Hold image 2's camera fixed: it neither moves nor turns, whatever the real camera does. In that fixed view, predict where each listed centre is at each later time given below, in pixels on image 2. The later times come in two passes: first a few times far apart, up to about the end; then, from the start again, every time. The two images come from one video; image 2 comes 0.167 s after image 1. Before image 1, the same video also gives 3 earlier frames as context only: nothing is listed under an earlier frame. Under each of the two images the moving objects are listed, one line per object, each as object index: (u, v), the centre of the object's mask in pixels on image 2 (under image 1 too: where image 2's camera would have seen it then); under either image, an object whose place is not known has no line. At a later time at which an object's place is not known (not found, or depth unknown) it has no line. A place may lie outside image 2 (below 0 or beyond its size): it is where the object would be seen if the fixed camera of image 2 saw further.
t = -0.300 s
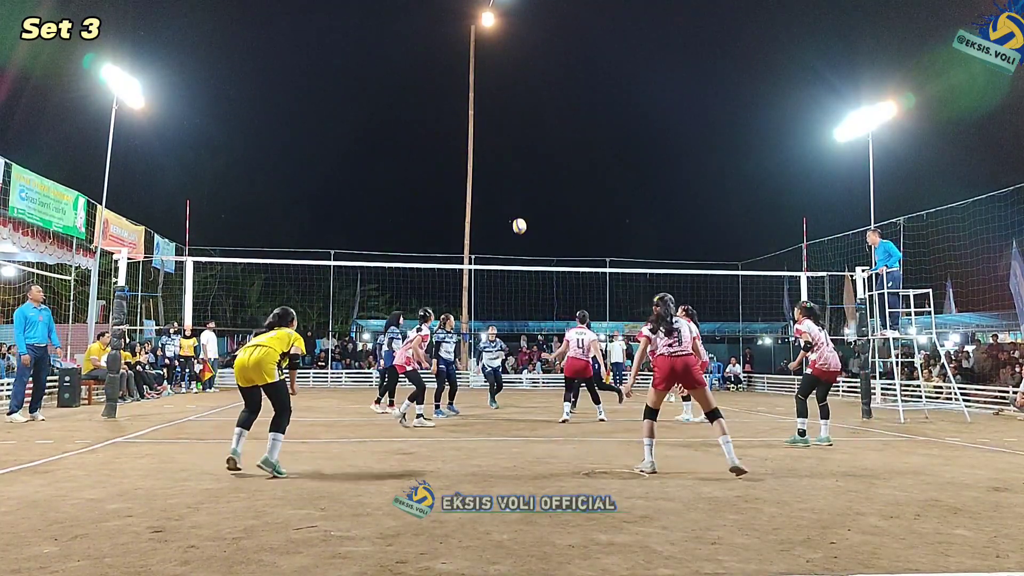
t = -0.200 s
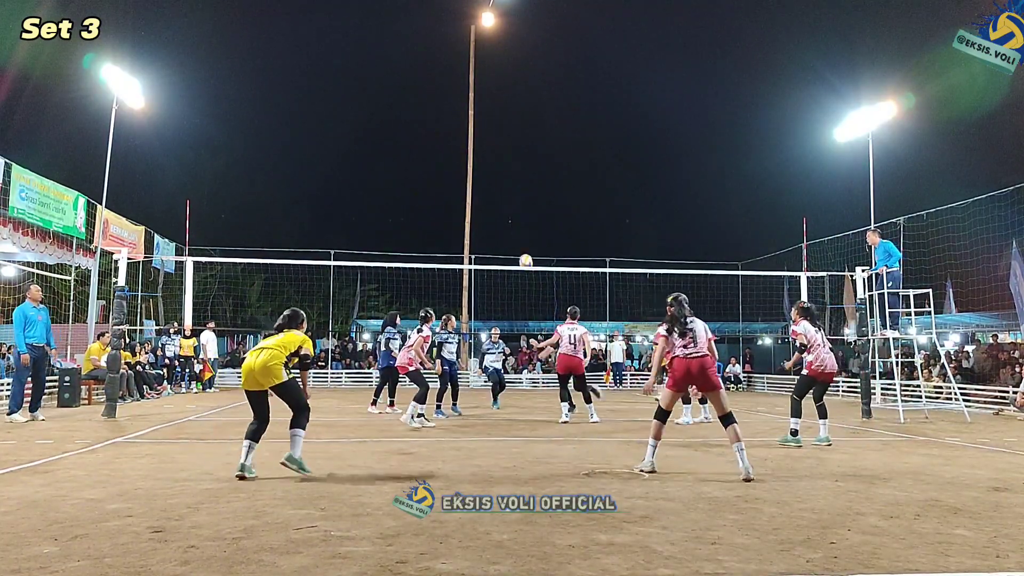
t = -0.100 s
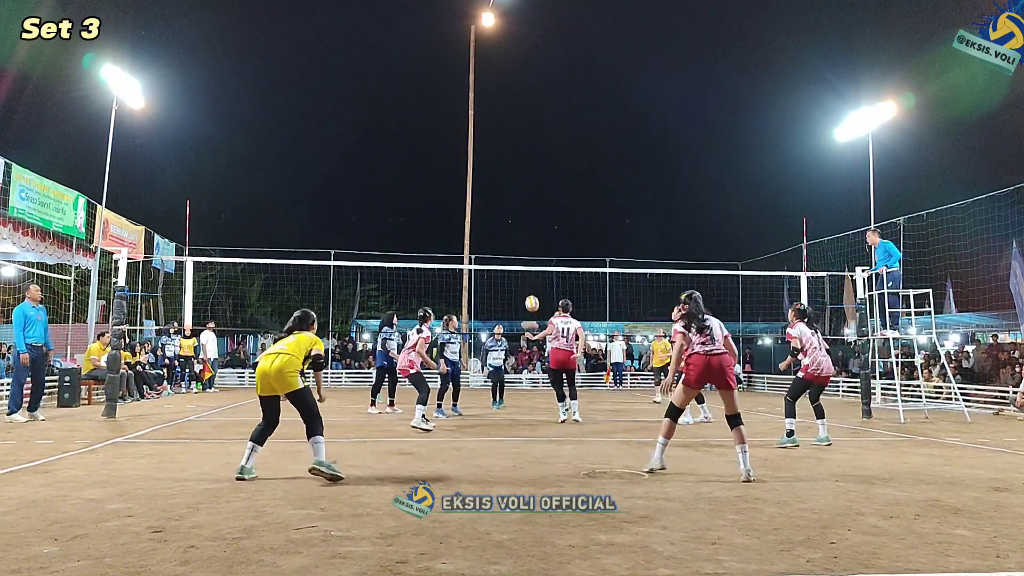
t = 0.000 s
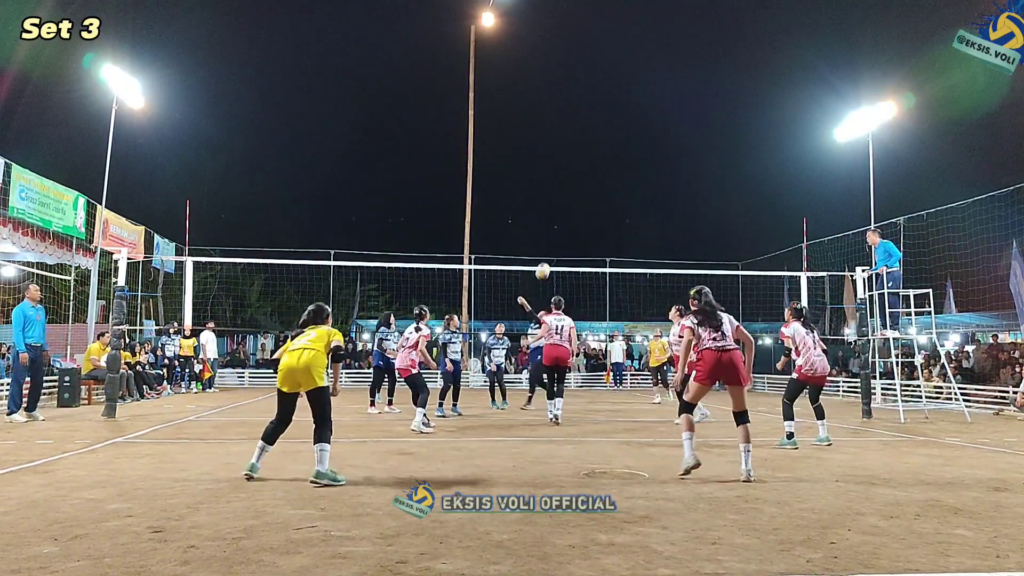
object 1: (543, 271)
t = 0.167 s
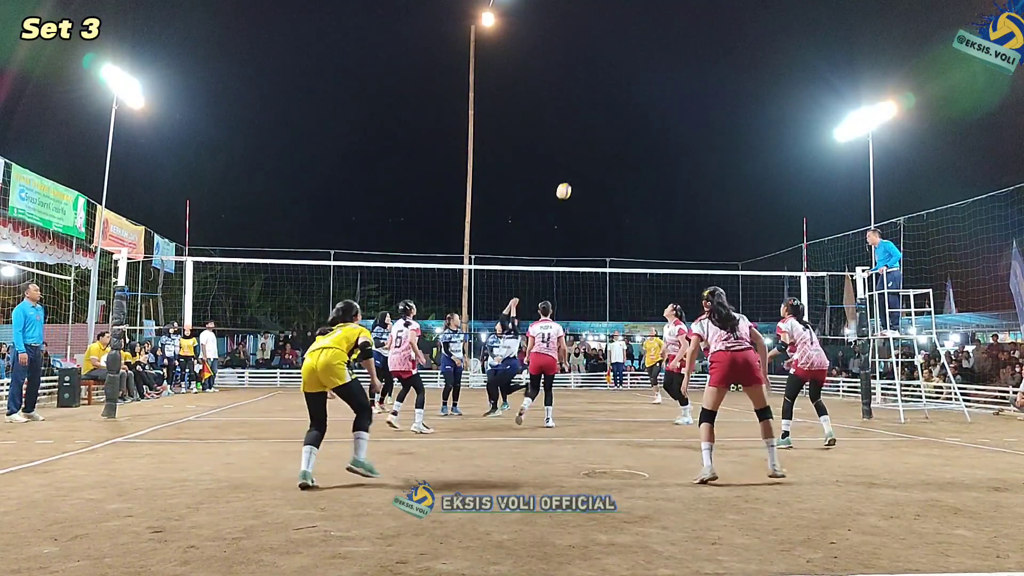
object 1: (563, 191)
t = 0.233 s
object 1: (573, 163)
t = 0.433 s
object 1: (600, 93)
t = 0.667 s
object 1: (634, 41)
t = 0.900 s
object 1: (671, 24)
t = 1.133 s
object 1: (711, 47)
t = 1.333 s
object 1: (746, 103)
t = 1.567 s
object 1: (789, 217)
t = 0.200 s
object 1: (568, 177)
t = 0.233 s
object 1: (573, 163)
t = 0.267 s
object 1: (577, 150)
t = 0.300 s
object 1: (581, 138)
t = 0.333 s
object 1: (586, 125)
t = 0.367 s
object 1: (591, 114)
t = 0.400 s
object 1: (595, 103)
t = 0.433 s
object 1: (600, 93)
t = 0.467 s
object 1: (605, 84)
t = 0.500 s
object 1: (610, 75)
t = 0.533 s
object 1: (614, 67)
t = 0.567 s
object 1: (619, 59)
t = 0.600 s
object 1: (624, 53)
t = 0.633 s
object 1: (629, 47)
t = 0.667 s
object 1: (634, 41)
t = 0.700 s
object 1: (639, 37)
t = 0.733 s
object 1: (644, 33)
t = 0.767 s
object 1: (650, 29)
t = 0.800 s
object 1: (655, 27)
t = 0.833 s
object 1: (660, 25)
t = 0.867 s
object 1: (666, 24)
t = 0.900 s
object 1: (671, 24)
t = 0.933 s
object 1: (676, 25)
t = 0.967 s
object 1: (682, 26)
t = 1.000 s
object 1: (687, 29)
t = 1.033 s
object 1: (693, 32)
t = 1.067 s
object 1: (699, 36)
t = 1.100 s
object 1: (705, 41)
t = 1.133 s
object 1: (711, 47)
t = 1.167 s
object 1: (716, 54)
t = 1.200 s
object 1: (722, 61)
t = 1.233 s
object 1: (728, 70)
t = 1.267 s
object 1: (734, 80)
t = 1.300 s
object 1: (740, 91)
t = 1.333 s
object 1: (746, 103)
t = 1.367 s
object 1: (752, 116)
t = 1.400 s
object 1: (758, 130)
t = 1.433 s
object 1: (764, 145)
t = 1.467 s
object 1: (770, 161)
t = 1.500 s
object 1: (776, 179)
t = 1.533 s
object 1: (782, 197)
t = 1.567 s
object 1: (789, 217)
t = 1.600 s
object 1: (795, 238)
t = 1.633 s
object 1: (801, 260)
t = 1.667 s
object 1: (807, 284)
